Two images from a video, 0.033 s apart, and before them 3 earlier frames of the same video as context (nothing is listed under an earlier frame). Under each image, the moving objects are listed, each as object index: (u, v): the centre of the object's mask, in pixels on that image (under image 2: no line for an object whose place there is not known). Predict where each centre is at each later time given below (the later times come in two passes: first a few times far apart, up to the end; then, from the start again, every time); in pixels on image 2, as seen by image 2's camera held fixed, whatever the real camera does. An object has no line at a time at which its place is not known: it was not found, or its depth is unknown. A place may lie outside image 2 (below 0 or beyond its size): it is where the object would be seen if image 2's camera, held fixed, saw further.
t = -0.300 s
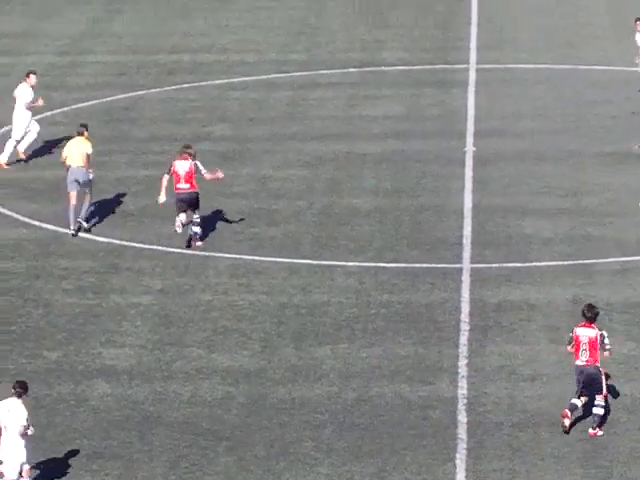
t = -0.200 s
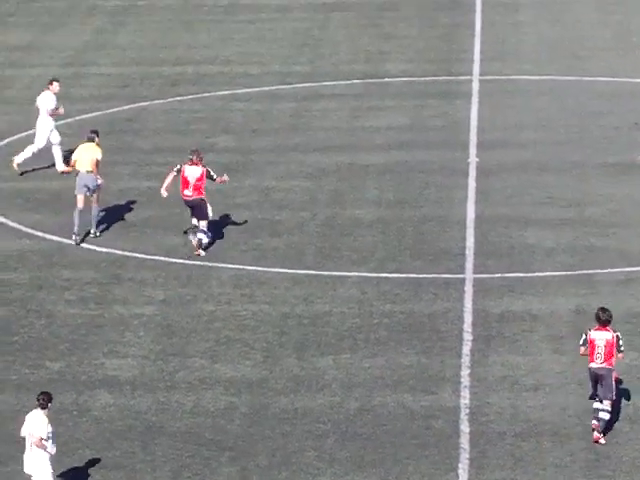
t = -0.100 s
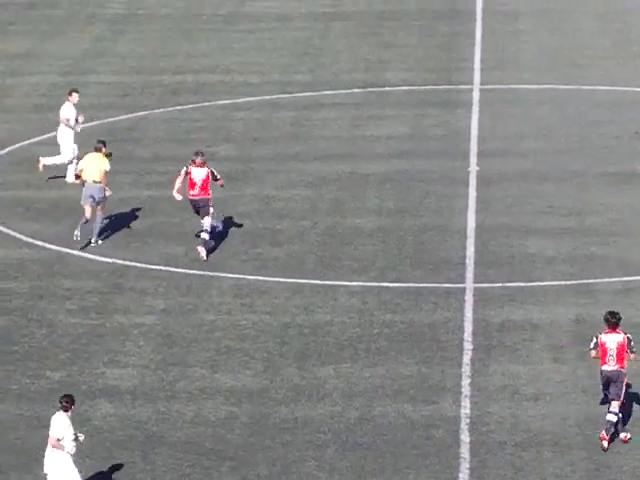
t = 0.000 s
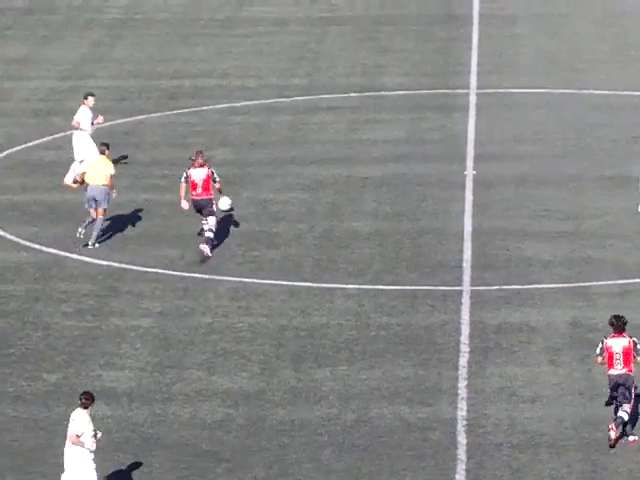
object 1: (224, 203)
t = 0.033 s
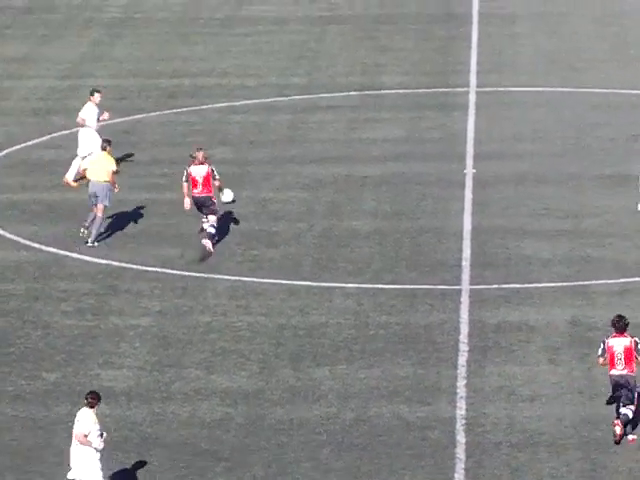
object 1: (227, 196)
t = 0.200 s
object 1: (238, 163)
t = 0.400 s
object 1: (241, 134)
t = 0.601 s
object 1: (239, 112)
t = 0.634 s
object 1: (239, 109)
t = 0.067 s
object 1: (230, 189)
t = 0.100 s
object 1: (232, 184)
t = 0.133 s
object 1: (234, 176)
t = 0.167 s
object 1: (236, 169)
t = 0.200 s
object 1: (238, 163)
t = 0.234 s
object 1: (239, 157)
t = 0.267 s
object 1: (240, 153)
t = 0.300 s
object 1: (240, 149)
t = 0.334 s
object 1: (241, 145)
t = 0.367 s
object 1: (241, 139)
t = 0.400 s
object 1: (241, 134)
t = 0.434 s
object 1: (241, 129)
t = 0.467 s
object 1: (241, 125)
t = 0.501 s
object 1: (240, 122)
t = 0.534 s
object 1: (239, 120)
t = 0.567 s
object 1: (239, 116)
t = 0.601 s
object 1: (239, 112)
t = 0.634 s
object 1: (239, 109)
